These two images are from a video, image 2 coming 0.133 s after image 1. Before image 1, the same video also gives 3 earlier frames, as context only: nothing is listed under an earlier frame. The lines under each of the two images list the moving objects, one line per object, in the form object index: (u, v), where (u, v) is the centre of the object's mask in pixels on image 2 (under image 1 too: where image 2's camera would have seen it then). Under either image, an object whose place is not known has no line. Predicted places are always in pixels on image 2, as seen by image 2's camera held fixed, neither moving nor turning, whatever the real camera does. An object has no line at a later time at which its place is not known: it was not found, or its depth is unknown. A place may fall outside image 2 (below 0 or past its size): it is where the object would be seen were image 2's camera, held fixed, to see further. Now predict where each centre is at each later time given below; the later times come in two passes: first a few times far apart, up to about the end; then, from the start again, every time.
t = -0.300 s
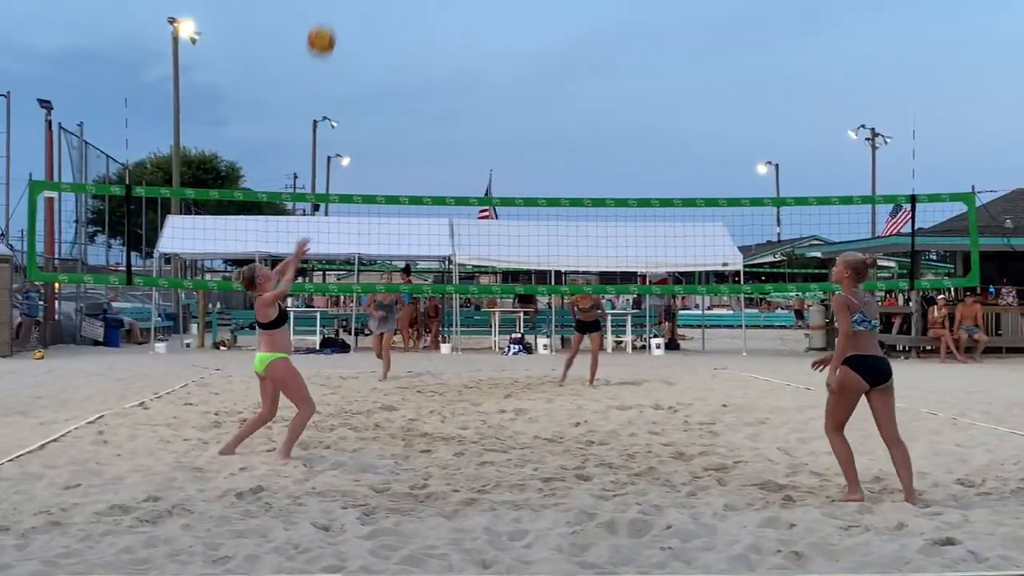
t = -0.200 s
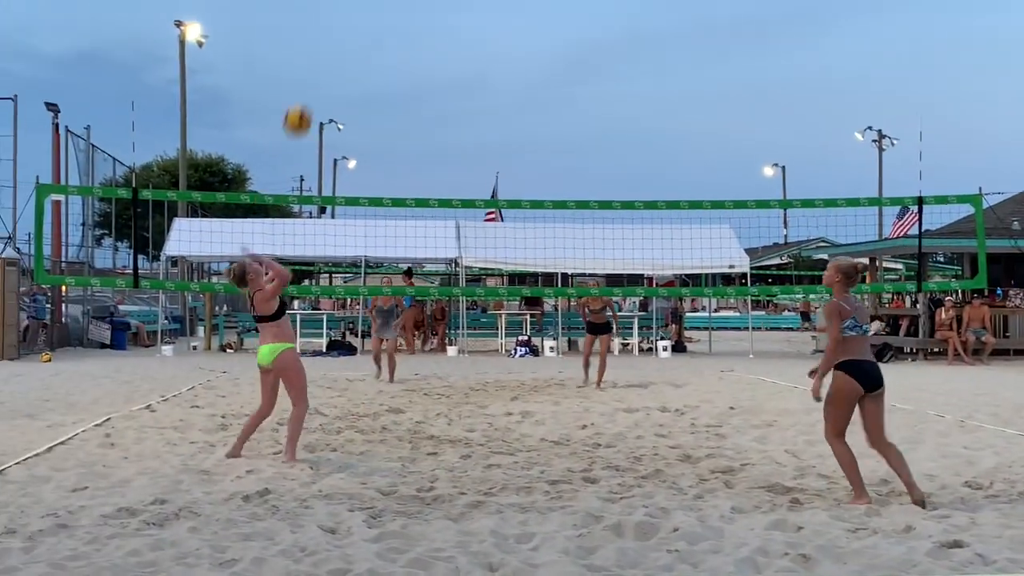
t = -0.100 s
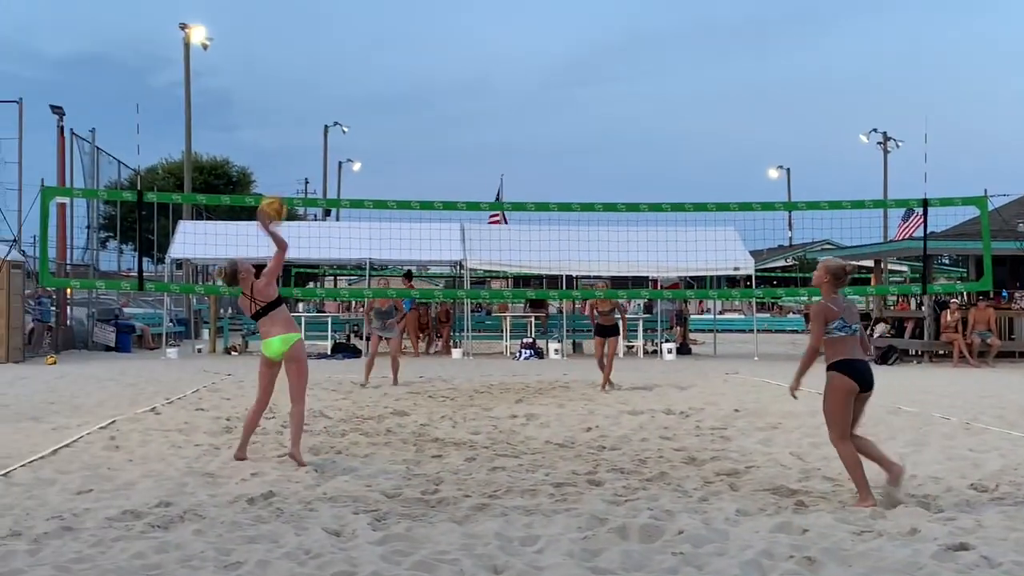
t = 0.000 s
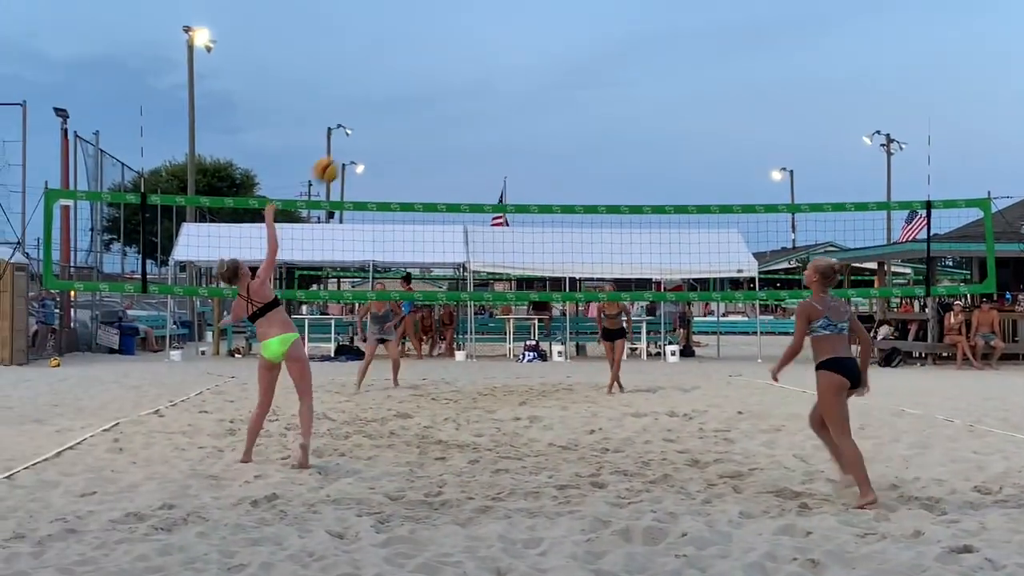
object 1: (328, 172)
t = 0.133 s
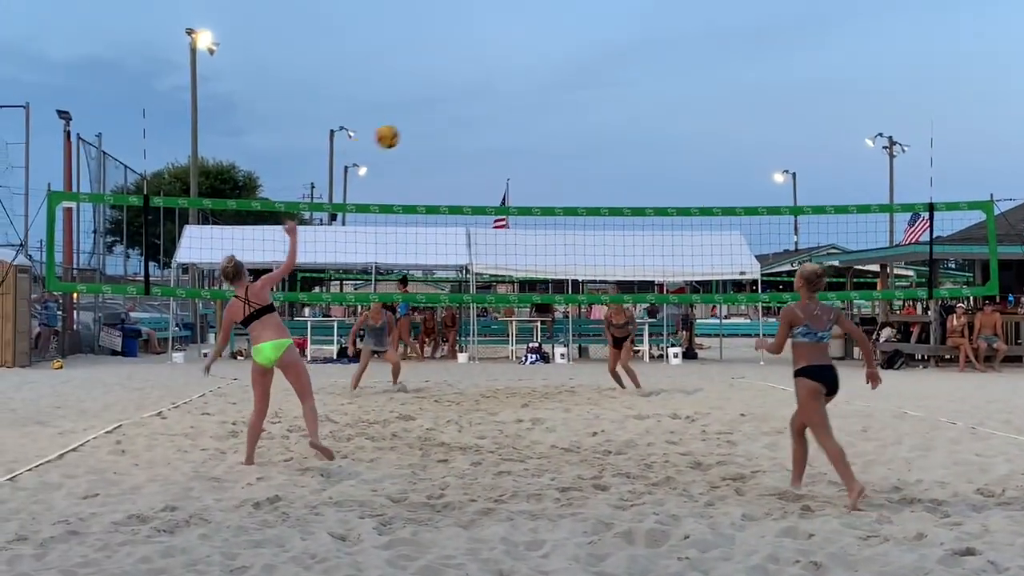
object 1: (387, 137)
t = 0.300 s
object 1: (445, 127)
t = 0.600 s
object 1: (522, 177)
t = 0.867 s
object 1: (570, 268)
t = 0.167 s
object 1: (400, 132)
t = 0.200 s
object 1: (412, 129)
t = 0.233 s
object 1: (423, 127)
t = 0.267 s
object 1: (434, 127)
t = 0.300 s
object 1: (445, 127)
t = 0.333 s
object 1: (454, 129)
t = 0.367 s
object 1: (464, 132)
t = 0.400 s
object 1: (474, 136)
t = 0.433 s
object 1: (482, 141)
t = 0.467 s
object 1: (491, 146)
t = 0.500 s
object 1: (499, 153)
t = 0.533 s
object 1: (507, 160)
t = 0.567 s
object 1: (514, 169)
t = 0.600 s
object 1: (522, 177)
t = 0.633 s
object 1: (528, 186)
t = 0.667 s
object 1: (535, 196)
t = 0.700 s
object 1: (542, 203)
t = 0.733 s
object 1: (548, 221)
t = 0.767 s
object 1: (554, 230)
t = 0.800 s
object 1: (559, 242)
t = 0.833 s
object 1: (565, 255)
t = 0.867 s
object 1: (570, 268)
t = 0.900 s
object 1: (575, 281)
